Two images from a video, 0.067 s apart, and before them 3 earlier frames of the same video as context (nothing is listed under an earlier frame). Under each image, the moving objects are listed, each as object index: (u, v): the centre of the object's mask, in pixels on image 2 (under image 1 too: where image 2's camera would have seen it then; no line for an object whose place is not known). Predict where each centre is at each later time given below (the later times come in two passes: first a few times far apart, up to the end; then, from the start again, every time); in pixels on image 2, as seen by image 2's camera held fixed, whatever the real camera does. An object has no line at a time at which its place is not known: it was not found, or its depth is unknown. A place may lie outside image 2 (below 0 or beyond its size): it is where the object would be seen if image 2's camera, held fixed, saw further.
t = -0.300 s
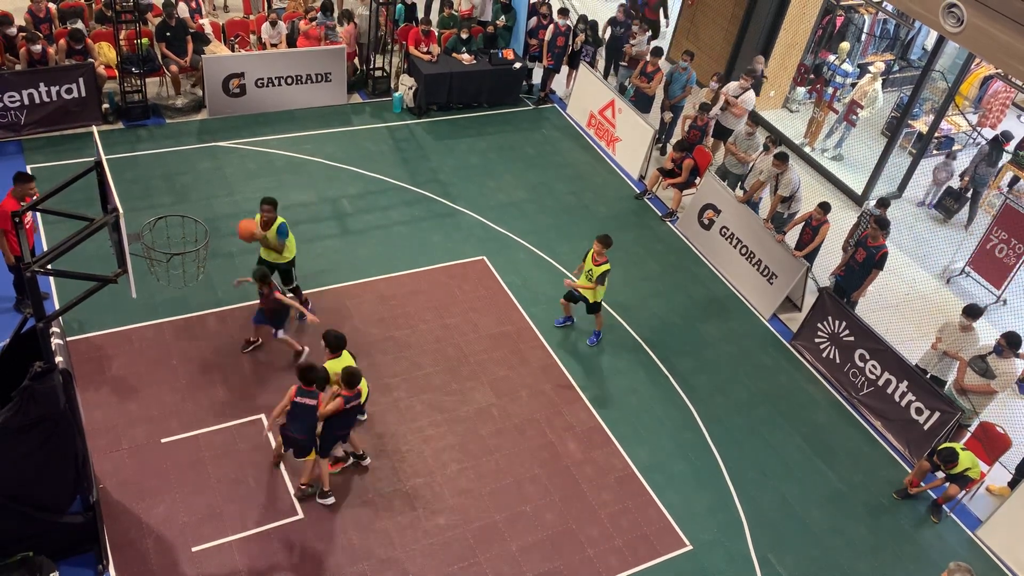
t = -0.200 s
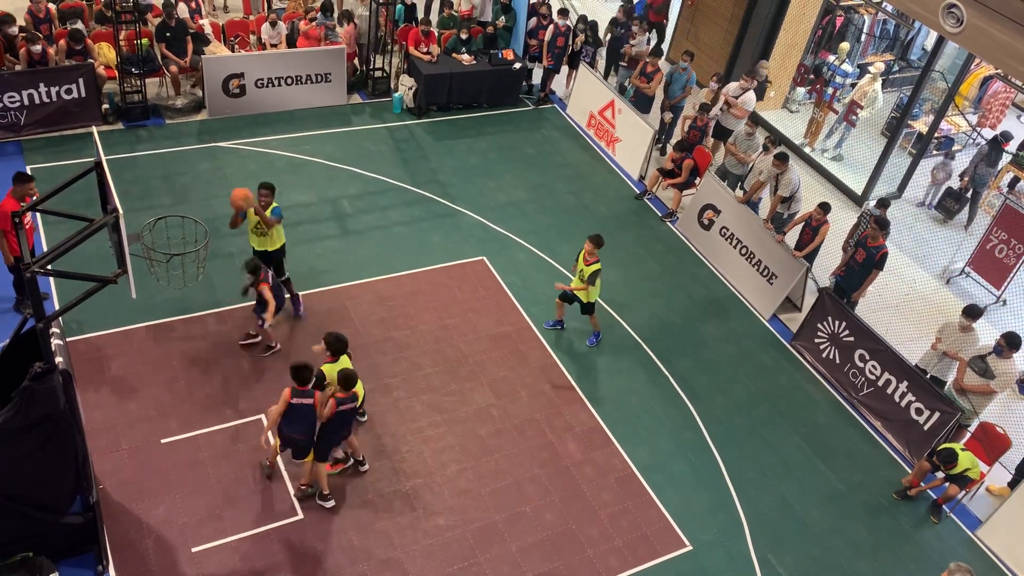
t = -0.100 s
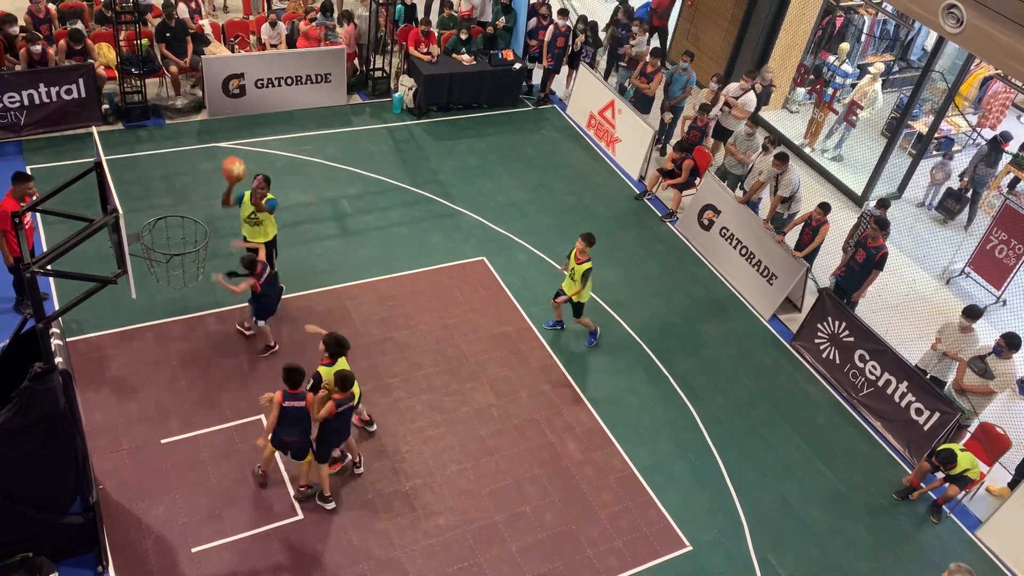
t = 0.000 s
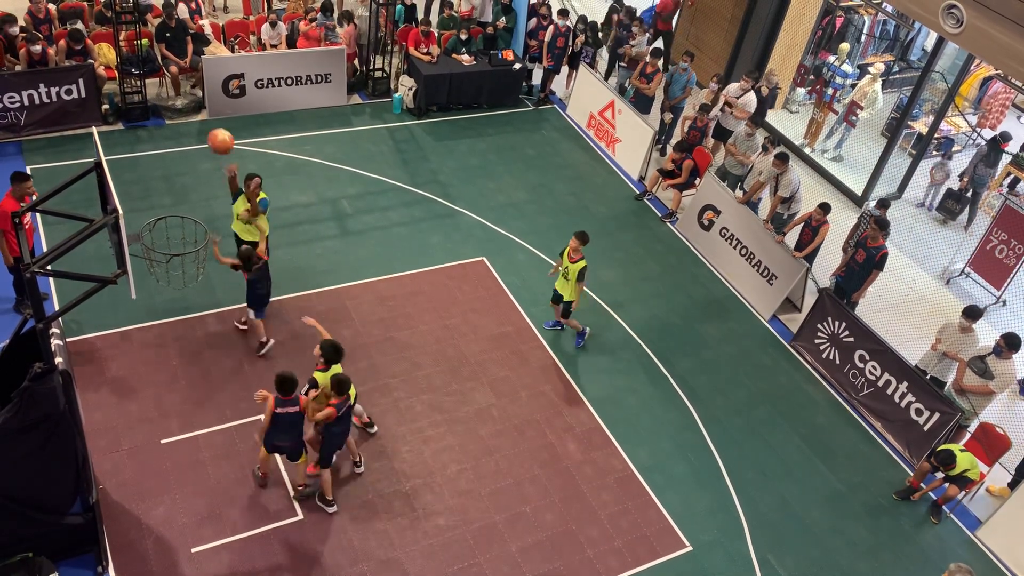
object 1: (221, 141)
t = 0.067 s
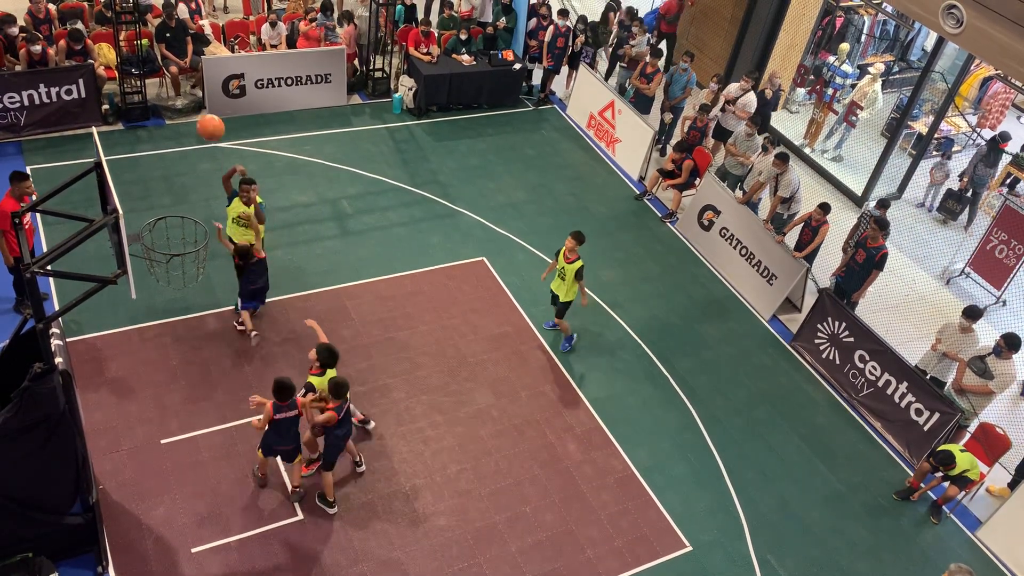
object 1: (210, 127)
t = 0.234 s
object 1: (183, 108)
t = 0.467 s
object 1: (141, 127)
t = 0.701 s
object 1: (138, 194)
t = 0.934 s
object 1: (157, 174)
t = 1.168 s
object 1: (175, 189)
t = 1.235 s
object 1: (180, 202)
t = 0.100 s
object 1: (205, 122)
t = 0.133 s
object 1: (200, 116)
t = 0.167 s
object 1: (194, 113)
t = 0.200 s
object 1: (189, 110)
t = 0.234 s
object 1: (183, 108)
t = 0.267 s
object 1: (177, 107)
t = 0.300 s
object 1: (171, 108)
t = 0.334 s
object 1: (165, 109)
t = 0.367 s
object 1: (159, 112)
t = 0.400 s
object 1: (154, 116)
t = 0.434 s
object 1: (147, 120)
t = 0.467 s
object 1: (141, 127)
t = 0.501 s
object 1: (135, 136)
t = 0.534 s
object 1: (129, 144)
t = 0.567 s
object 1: (124, 156)
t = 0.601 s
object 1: (121, 167)
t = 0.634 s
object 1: (126, 175)
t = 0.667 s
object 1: (132, 184)
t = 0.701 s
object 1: (138, 194)
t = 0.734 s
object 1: (144, 204)
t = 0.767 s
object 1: (147, 200)
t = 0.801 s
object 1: (149, 193)
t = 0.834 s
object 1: (151, 186)
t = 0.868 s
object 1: (153, 181)
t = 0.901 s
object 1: (155, 177)
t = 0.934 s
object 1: (157, 174)
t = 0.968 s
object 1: (159, 173)
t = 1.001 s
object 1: (162, 173)
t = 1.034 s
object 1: (165, 174)
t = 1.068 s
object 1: (167, 176)
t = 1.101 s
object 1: (170, 180)
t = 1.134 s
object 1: (172, 184)
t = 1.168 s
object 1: (175, 189)
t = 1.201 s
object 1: (177, 196)
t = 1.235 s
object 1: (180, 202)
